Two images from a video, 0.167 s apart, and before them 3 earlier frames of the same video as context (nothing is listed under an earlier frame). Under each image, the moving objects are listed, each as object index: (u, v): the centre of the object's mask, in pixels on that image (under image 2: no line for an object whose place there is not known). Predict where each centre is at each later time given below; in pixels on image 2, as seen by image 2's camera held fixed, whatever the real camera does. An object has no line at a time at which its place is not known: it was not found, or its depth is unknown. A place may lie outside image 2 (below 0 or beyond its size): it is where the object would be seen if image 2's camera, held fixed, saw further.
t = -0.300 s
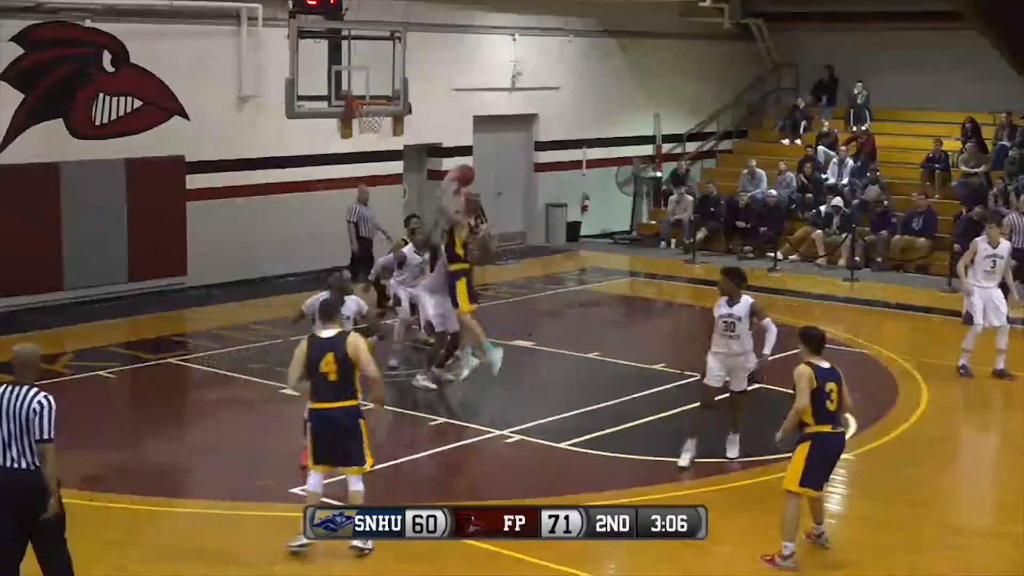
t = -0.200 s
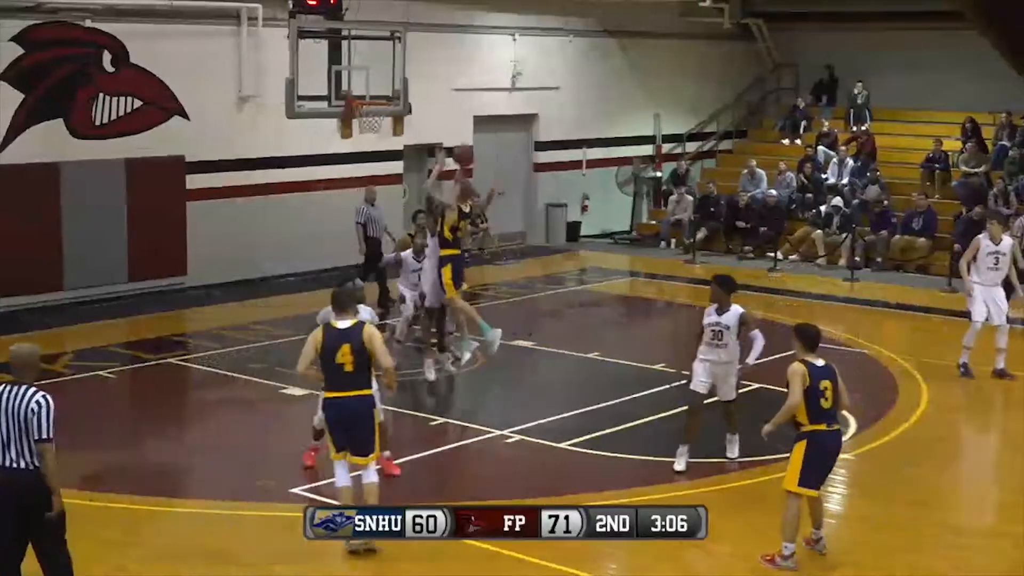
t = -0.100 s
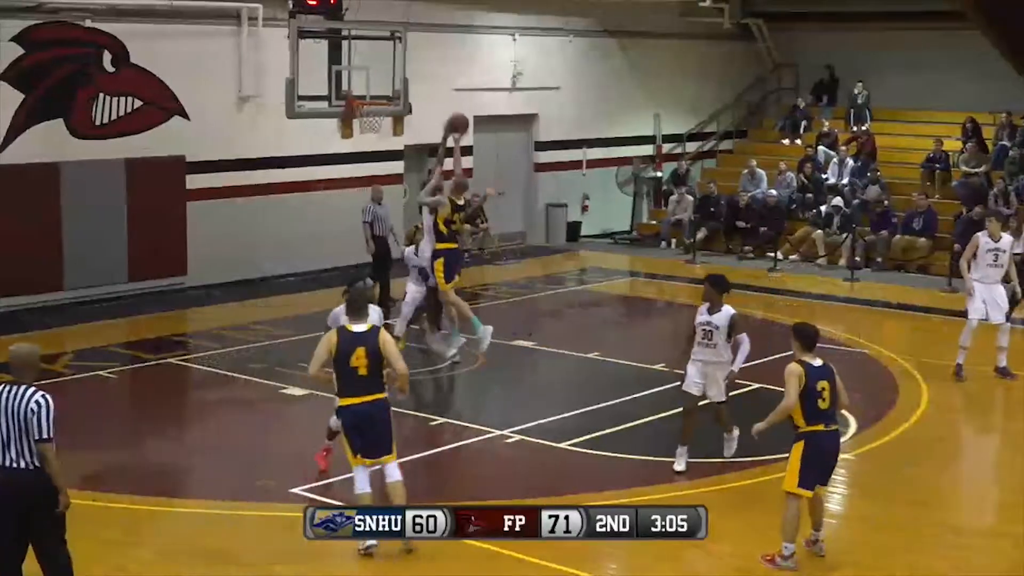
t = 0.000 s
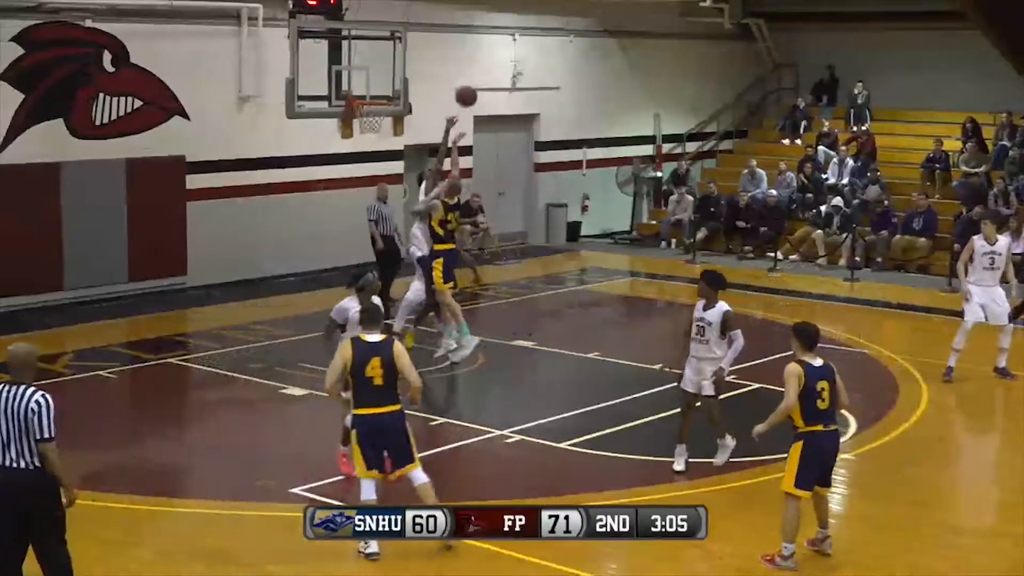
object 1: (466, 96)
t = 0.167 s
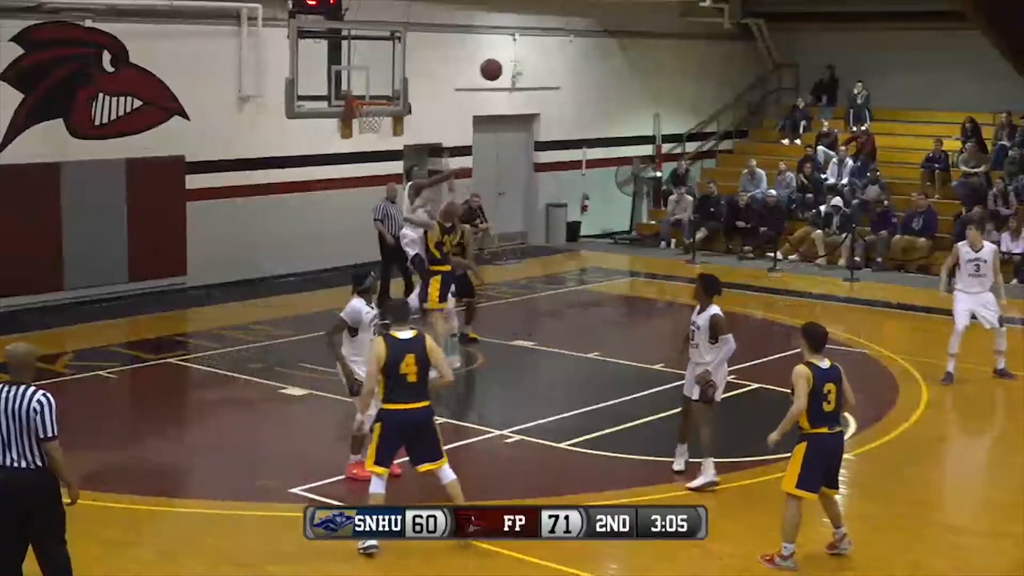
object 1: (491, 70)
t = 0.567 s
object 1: (554, 110)
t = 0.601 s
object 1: (559, 120)
